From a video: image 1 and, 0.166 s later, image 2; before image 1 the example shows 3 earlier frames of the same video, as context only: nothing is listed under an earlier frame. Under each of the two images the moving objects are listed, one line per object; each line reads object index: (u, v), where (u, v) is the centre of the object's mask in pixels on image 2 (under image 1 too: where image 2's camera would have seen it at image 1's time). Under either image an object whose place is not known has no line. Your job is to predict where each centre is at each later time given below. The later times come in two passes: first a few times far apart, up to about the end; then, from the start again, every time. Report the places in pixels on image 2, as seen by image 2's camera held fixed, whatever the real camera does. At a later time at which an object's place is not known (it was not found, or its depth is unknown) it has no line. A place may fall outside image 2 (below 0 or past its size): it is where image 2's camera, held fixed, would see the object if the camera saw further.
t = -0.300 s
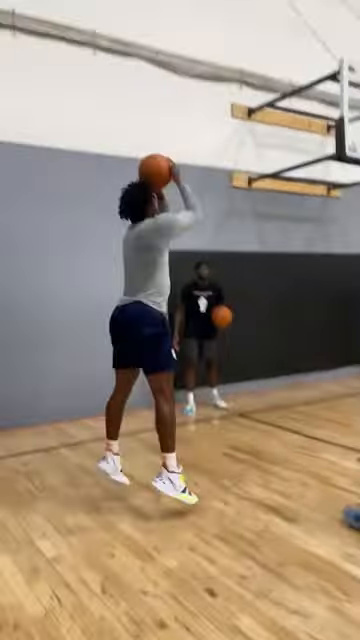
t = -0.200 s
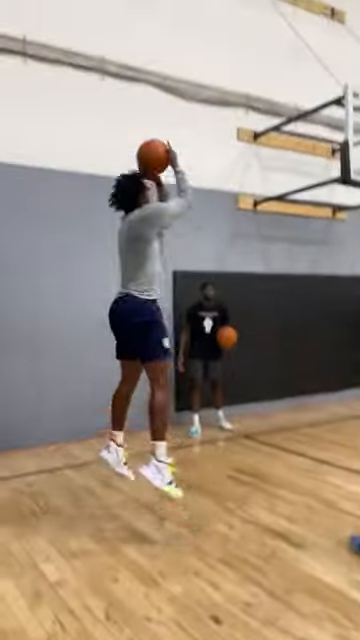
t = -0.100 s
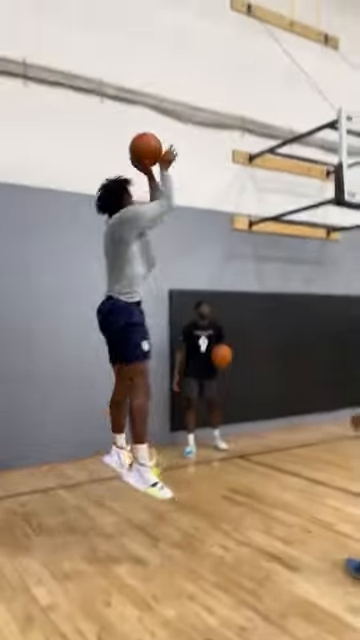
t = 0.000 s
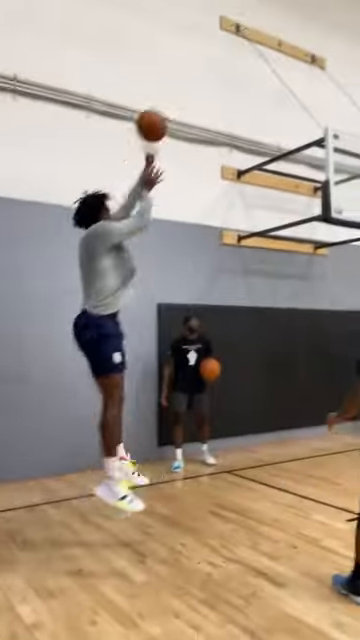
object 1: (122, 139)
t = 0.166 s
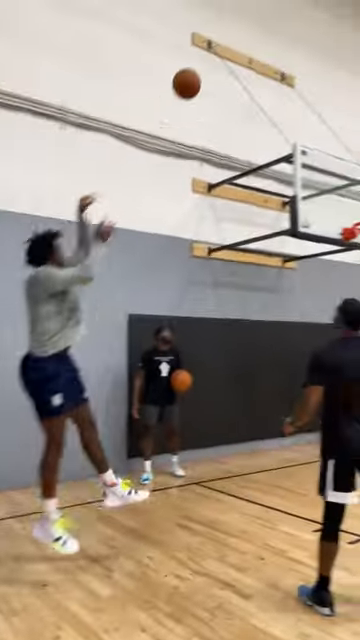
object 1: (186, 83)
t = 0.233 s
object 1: (208, 73)
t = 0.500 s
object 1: (281, 79)
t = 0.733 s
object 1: (331, 133)
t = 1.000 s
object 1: (377, 235)
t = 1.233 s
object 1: (385, 287)
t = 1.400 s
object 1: (389, 342)
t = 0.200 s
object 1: (197, 78)
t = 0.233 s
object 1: (208, 73)
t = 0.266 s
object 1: (218, 71)
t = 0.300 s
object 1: (228, 68)
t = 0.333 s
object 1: (238, 67)
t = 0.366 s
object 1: (247, 68)
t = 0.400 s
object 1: (256, 69)
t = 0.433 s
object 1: (264, 71)
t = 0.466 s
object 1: (273, 75)
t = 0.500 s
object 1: (281, 79)
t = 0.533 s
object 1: (288, 84)
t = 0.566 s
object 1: (296, 91)
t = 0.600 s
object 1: (303, 98)
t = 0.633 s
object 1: (310, 105)
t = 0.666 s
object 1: (317, 114)
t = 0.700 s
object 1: (324, 123)
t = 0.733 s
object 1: (331, 133)
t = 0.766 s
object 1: (337, 143)
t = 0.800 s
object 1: (344, 154)
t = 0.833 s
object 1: (350, 166)
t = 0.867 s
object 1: (356, 178)
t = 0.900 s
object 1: (362, 193)
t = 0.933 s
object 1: (368, 205)
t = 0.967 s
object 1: (373, 219)
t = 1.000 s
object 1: (377, 235)
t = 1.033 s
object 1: (382, 245)
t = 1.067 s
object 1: (384, 252)
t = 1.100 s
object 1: (384, 257)
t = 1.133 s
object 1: (384, 263)
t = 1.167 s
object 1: (385, 270)
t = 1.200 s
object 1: (385, 278)
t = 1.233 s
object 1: (385, 287)
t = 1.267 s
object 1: (386, 297)
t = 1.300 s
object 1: (387, 307)
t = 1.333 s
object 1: (387, 317)
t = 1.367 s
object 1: (388, 329)
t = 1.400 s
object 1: (389, 342)
